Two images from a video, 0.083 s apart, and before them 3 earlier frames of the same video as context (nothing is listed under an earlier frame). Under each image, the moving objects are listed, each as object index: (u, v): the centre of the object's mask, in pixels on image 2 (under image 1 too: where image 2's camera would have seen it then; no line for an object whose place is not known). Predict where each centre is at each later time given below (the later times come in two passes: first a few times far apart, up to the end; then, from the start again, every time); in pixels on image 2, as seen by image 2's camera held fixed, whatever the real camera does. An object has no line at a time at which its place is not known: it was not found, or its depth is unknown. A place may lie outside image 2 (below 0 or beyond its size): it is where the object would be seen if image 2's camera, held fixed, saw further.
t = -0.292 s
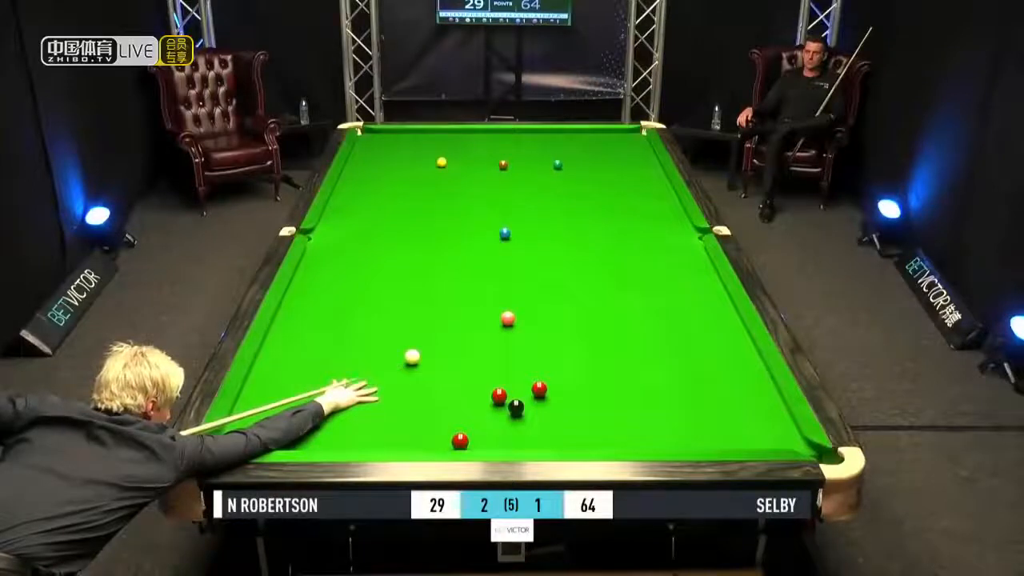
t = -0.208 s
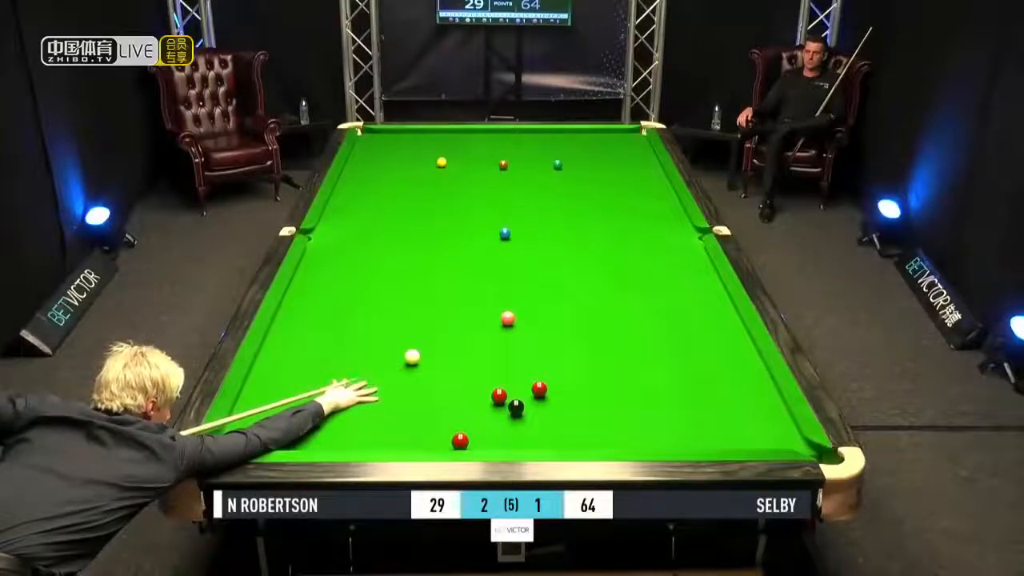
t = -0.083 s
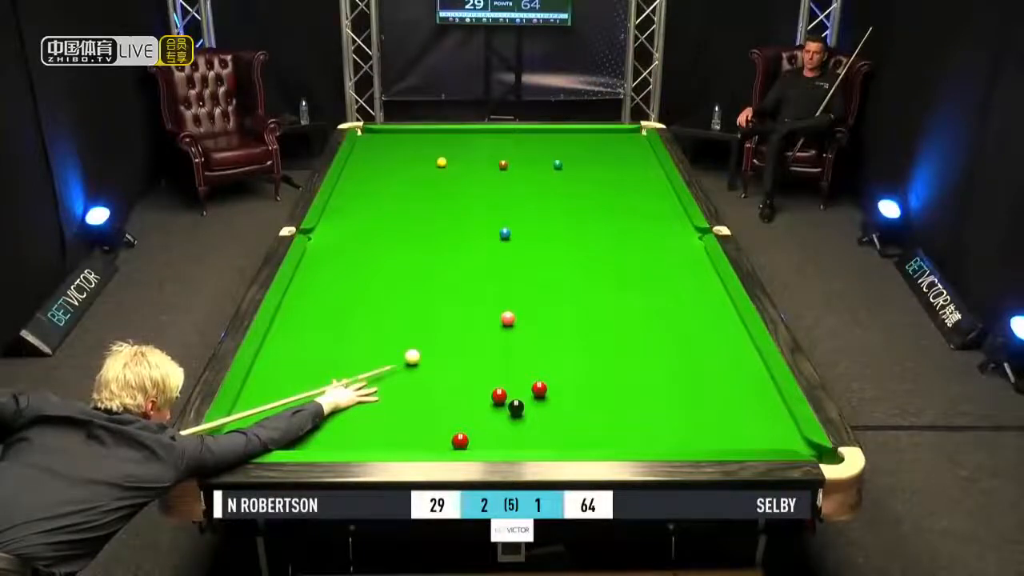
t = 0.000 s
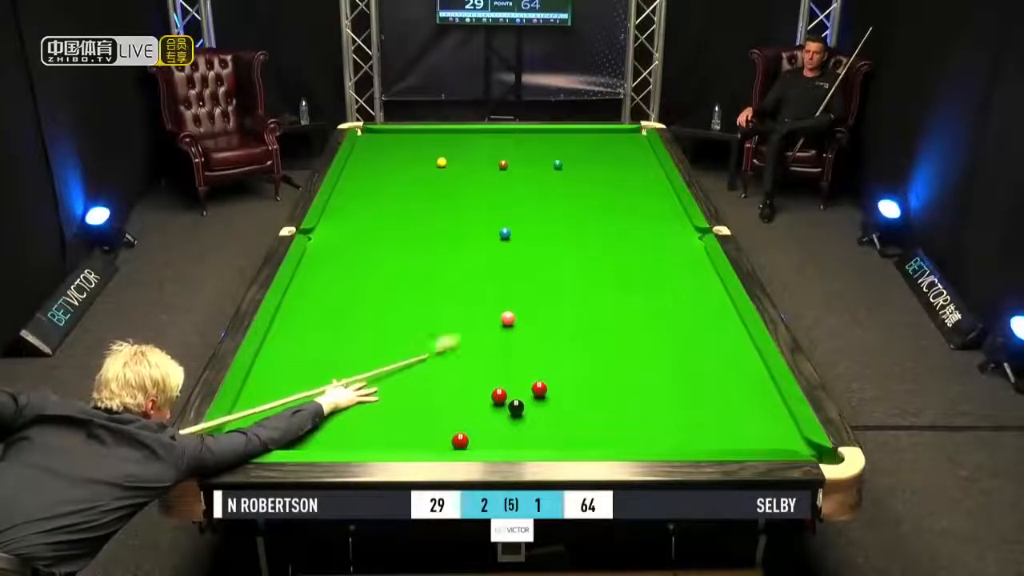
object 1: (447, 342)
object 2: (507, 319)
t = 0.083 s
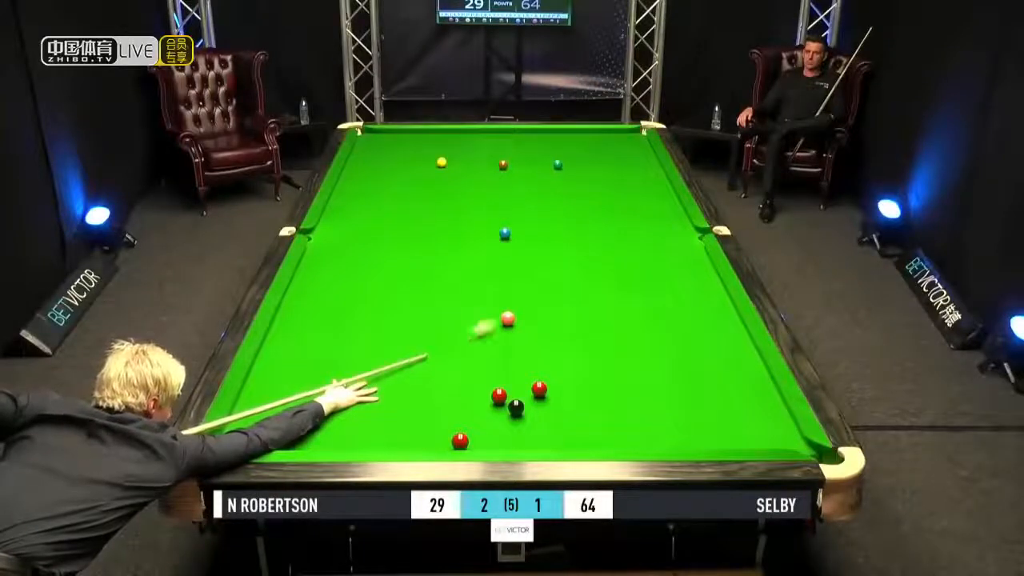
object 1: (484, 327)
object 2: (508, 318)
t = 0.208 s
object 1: (498, 323)
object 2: (541, 303)
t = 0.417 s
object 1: (492, 328)
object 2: (600, 278)
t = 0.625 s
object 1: (484, 333)
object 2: (644, 259)
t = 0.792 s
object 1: (478, 337)
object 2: (678, 244)
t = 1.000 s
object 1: (471, 341)
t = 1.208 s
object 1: (464, 345)
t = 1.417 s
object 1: (458, 348)
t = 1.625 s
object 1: (452, 352)
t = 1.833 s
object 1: (447, 355)
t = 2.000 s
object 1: (443, 357)
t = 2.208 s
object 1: (438, 360)
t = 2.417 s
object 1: (435, 362)
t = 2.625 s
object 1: (432, 364)
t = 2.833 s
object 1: (430, 365)
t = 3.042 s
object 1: (428, 366)
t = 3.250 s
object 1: (427, 367)
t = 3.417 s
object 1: (427, 367)
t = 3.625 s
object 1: (427, 367)
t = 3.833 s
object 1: (427, 367)
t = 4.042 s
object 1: (427, 367)
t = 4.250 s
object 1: (427, 367)
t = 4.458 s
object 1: (427, 367)
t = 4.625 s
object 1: (427, 367)
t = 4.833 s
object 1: (427, 367)
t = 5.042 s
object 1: (427, 367)
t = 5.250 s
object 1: (427, 367)
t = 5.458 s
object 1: (427, 367)
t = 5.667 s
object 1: (427, 367)
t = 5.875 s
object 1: (427, 367)
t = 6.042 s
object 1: (427, 367)
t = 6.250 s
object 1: (427, 367)
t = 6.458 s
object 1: (427, 367)
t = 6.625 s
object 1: (427, 367)
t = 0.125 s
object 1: (497, 322)
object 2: (512, 316)
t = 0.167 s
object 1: (498, 323)
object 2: (526, 310)
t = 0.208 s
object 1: (498, 323)
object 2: (541, 303)
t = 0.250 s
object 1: (498, 324)
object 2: (554, 298)
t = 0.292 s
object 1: (496, 325)
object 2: (566, 293)
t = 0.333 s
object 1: (495, 326)
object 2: (577, 287)
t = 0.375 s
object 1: (493, 327)
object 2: (588, 283)
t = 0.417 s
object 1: (492, 328)
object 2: (600, 278)
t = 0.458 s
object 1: (490, 329)
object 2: (608, 274)
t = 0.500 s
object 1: (489, 330)
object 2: (618, 270)
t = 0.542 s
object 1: (487, 331)
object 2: (627, 266)
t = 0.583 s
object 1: (485, 332)
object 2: (635, 263)
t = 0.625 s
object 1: (484, 333)
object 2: (644, 259)
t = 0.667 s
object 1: (482, 334)
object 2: (652, 255)
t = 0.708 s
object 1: (481, 335)
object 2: (661, 251)
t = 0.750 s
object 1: (479, 336)
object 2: (670, 247)
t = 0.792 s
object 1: (478, 337)
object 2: (678, 244)
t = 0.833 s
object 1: (476, 337)
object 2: (685, 241)
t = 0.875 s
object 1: (475, 338)
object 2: (694, 238)
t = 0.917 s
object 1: (473, 339)
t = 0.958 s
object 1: (472, 340)
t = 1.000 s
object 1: (471, 341)
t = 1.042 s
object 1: (470, 342)
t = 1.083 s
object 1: (468, 342)
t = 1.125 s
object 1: (467, 343)
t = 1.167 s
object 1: (465, 344)
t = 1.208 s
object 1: (464, 345)
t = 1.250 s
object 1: (463, 345)
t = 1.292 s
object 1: (462, 346)
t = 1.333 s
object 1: (460, 347)
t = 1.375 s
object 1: (459, 347)
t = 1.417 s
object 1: (458, 348)
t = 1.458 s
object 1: (457, 349)
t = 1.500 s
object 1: (456, 350)
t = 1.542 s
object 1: (454, 350)
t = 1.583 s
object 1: (453, 351)
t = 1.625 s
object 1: (452, 352)
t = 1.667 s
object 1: (451, 352)
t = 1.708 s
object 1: (450, 353)
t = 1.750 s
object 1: (449, 354)
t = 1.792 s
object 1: (448, 354)
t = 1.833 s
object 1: (447, 355)
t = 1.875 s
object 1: (446, 355)
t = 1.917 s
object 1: (445, 356)
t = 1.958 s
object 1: (444, 357)
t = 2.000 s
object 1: (443, 357)
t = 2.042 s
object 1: (442, 358)
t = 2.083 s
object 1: (442, 358)
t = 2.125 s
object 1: (440, 359)
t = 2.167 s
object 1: (439, 359)
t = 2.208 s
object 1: (438, 360)
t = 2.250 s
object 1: (437, 360)
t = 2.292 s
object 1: (437, 360)
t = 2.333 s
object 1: (436, 361)
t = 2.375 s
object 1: (435, 361)
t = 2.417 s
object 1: (435, 362)
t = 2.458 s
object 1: (434, 362)
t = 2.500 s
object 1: (433, 363)
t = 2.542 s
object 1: (433, 363)
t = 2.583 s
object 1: (432, 363)
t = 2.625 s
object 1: (432, 364)
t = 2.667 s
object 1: (431, 364)
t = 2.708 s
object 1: (431, 365)
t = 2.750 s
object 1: (430, 365)
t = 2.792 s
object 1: (430, 365)
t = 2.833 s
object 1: (430, 365)
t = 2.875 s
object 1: (429, 365)
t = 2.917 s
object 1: (429, 366)
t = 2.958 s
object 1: (429, 366)
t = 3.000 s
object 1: (428, 366)
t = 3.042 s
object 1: (428, 366)
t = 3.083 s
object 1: (428, 366)
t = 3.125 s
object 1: (428, 367)
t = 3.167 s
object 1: (427, 367)
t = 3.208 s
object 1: (427, 367)
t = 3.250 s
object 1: (427, 367)
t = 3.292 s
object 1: (427, 367)
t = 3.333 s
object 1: (427, 367)
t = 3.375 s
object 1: (427, 367)
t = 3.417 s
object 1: (427, 367)
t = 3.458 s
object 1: (427, 367)
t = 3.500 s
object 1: (427, 367)
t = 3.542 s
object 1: (427, 367)
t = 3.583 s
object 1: (427, 367)
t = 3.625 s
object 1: (427, 367)
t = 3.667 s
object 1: (427, 367)
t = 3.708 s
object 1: (426, 367)
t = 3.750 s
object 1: (427, 367)
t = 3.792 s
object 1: (426, 367)
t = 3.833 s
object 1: (427, 367)
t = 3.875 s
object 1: (427, 367)
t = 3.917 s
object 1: (427, 367)
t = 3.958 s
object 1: (427, 367)
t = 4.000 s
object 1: (427, 367)
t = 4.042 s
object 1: (427, 367)
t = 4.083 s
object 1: (427, 367)
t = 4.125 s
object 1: (427, 367)
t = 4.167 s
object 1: (427, 367)
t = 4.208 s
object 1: (427, 367)
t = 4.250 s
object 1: (427, 367)
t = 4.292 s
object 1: (427, 367)
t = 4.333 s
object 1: (427, 367)
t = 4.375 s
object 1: (427, 367)
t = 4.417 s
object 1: (427, 367)
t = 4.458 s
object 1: (427, 367)
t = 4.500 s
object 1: (427, 367)
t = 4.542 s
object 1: (427, 367)
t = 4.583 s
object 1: (427, 367)
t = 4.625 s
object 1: (427, 367)
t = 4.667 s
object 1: (427, 367)
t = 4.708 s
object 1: (427, 367)
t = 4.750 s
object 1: (427, 367)
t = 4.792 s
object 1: (427, 367)
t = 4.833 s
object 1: (427, 367)
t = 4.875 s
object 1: (427, 367)
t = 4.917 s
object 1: (427, 367)
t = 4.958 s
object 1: (427, 367)
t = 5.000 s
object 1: (427, 367)
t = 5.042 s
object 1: (427, 367)
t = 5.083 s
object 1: (427, 367)
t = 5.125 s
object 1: (427, 367)
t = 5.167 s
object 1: (427, 367)
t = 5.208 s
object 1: (427, 367)
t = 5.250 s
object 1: (427, 367)
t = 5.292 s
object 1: (427, 367)
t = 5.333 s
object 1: (427, 367)
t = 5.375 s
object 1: (427, 367)
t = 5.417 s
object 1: (427, 367)
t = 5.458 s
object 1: (427, 367)
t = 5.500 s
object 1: (427, 367)
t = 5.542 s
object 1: (427, 367)
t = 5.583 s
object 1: (427, 367)
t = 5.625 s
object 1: (427, 367)
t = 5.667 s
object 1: (427, 367)
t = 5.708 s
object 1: (427, 367)
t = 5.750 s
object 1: (427, 367)
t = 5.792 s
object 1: (427, 367)
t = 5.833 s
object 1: (427, 367)
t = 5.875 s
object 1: (427, 367)
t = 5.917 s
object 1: (427, 367)
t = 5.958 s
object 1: (427, 367)
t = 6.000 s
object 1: (427, 367)
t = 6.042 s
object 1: (427, 367)
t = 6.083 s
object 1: (427, 367)
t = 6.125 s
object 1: (427, 367)
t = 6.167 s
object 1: (427, 367)
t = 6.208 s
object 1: (427, 367)
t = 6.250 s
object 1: (427, 367)
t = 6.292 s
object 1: (427, 367)
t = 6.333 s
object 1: (427, 367)
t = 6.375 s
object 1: (427, 367)
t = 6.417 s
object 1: (427, 367)
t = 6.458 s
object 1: (427, 367)
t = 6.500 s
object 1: (427, 367)
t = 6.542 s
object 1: (427, 367)
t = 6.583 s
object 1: (427, 367)
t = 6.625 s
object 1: (427, 367)
